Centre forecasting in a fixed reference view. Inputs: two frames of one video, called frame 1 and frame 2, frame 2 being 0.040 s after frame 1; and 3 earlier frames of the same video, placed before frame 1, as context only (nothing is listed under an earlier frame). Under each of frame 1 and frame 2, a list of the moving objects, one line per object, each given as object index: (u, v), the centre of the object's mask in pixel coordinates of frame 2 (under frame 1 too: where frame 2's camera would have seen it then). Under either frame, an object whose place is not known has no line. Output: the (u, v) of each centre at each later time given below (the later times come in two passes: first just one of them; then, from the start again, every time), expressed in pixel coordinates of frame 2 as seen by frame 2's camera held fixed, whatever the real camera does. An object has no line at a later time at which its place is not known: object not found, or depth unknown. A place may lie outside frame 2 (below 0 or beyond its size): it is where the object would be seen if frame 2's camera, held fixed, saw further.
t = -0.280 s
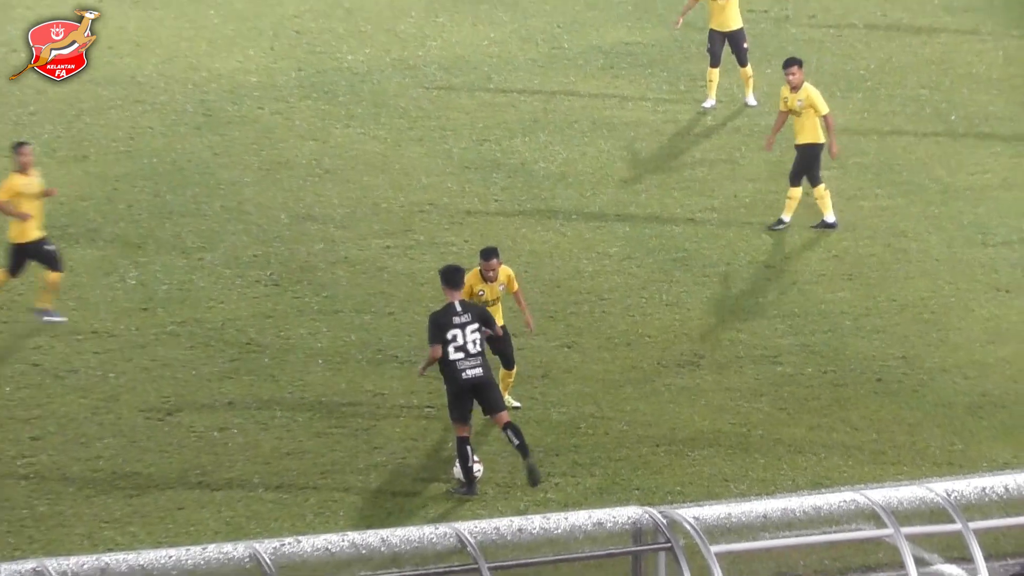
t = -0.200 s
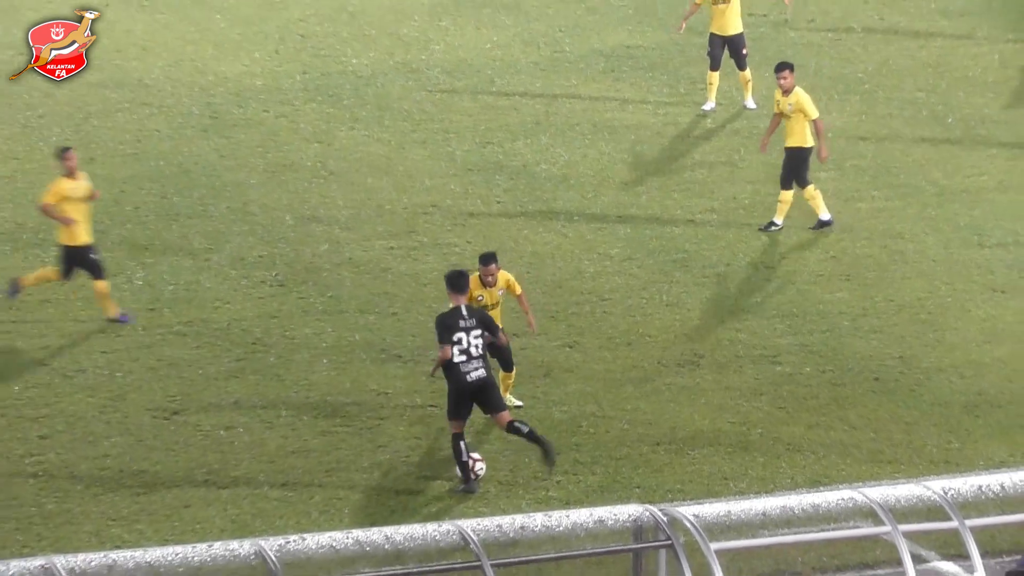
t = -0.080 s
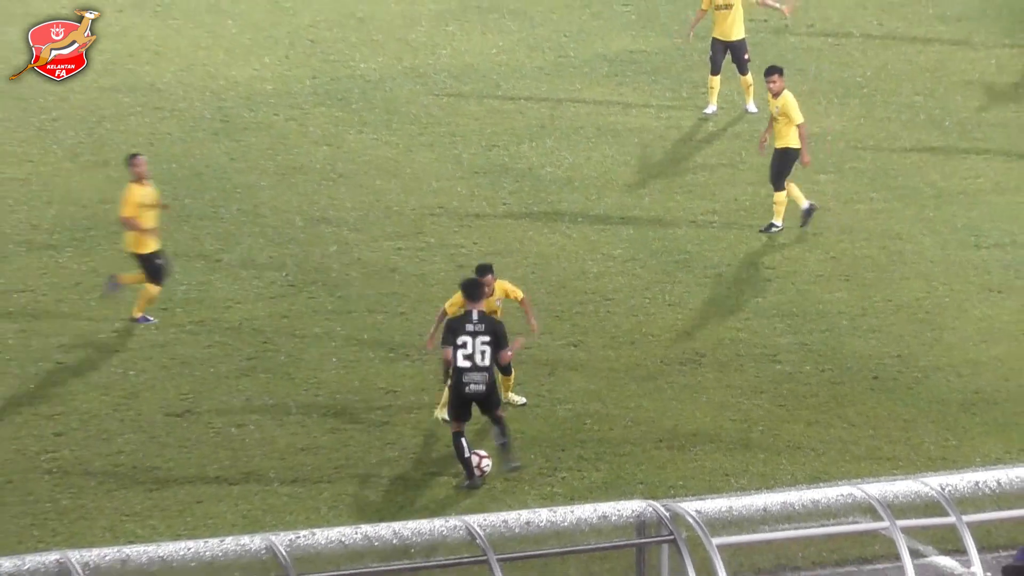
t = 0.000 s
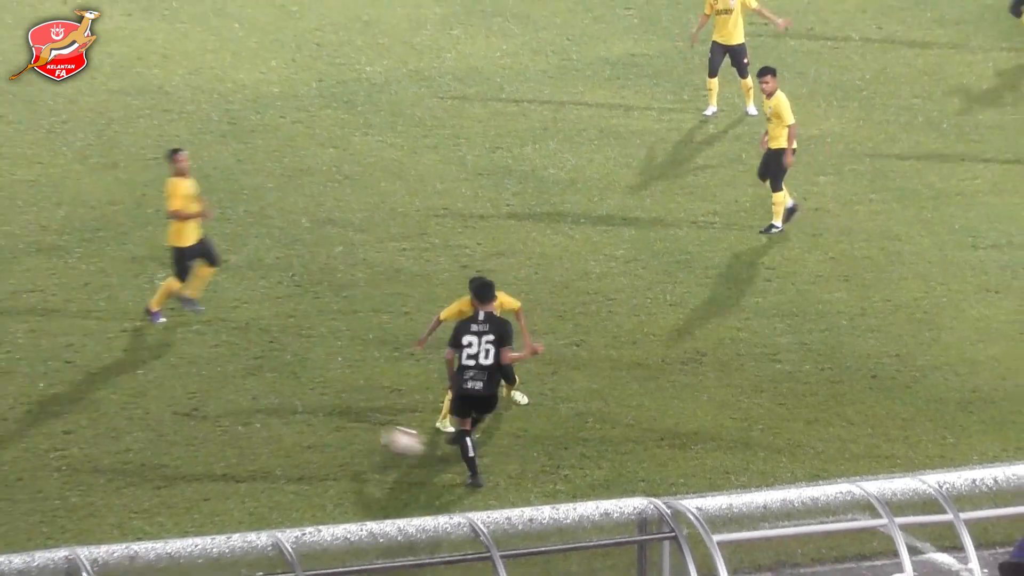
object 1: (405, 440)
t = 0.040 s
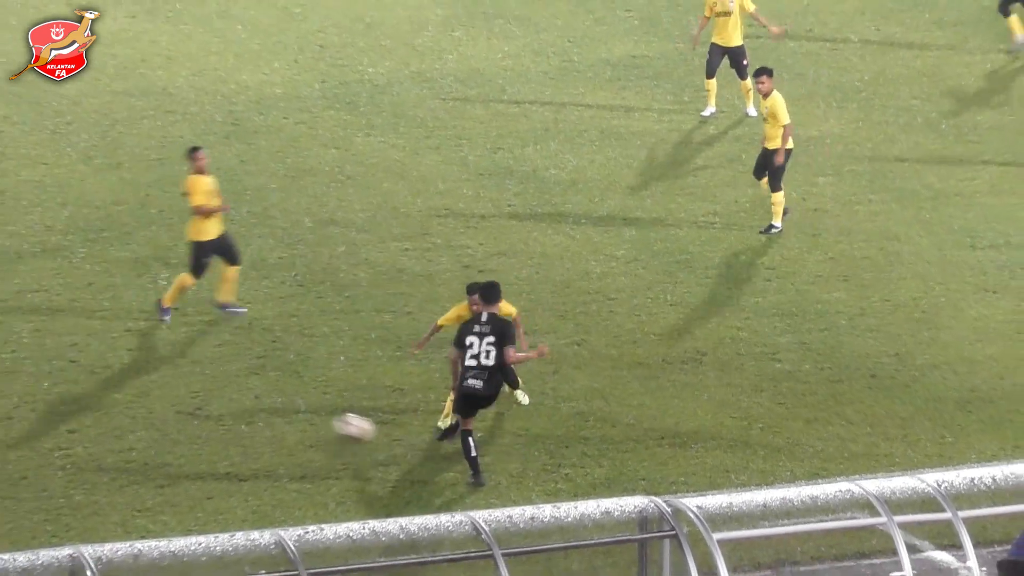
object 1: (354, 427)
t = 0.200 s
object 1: (164, 386)
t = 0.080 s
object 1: (304, 416)
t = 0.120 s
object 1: (256, 406)
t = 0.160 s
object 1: (209, 396)
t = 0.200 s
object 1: (164, 386)
